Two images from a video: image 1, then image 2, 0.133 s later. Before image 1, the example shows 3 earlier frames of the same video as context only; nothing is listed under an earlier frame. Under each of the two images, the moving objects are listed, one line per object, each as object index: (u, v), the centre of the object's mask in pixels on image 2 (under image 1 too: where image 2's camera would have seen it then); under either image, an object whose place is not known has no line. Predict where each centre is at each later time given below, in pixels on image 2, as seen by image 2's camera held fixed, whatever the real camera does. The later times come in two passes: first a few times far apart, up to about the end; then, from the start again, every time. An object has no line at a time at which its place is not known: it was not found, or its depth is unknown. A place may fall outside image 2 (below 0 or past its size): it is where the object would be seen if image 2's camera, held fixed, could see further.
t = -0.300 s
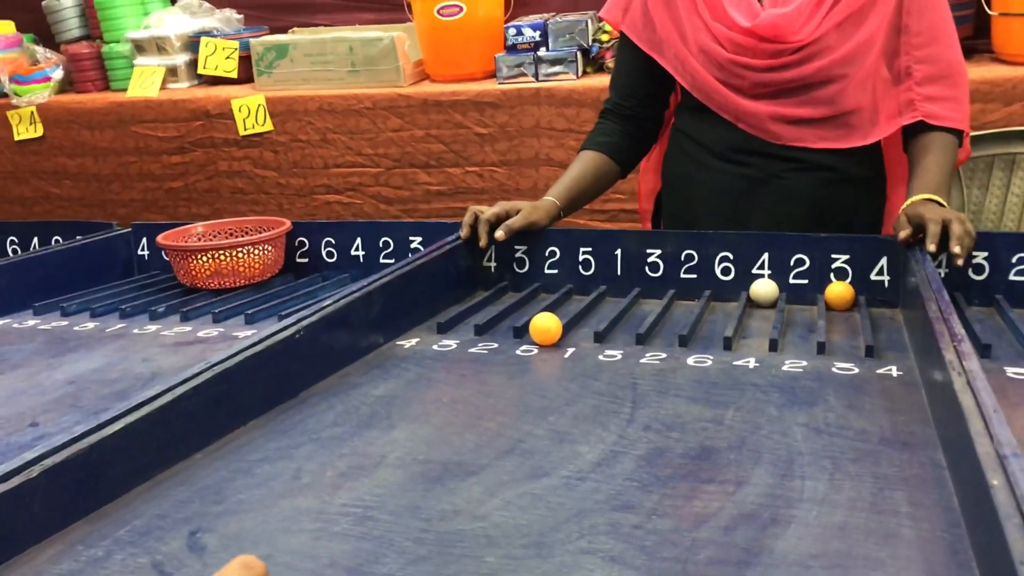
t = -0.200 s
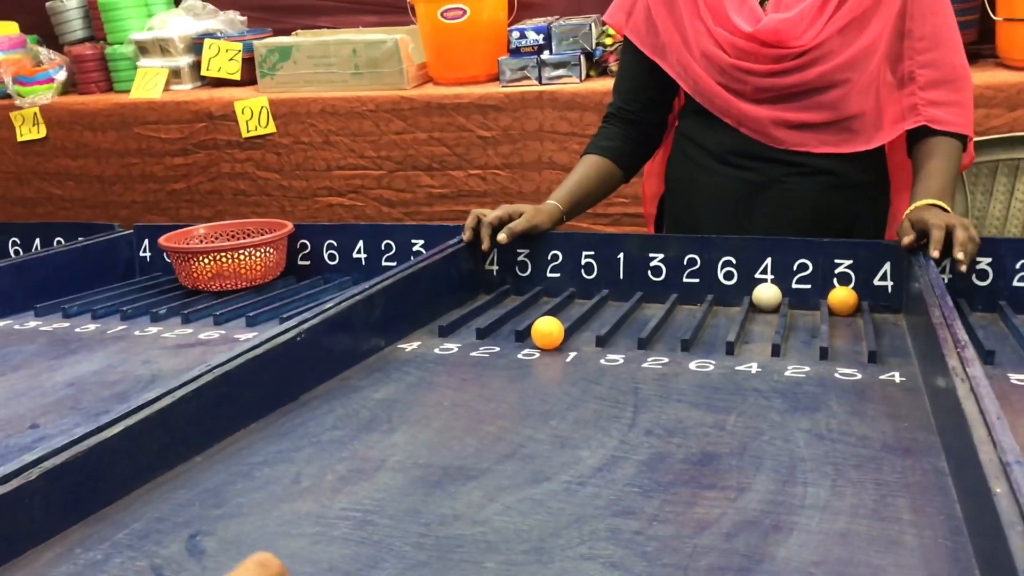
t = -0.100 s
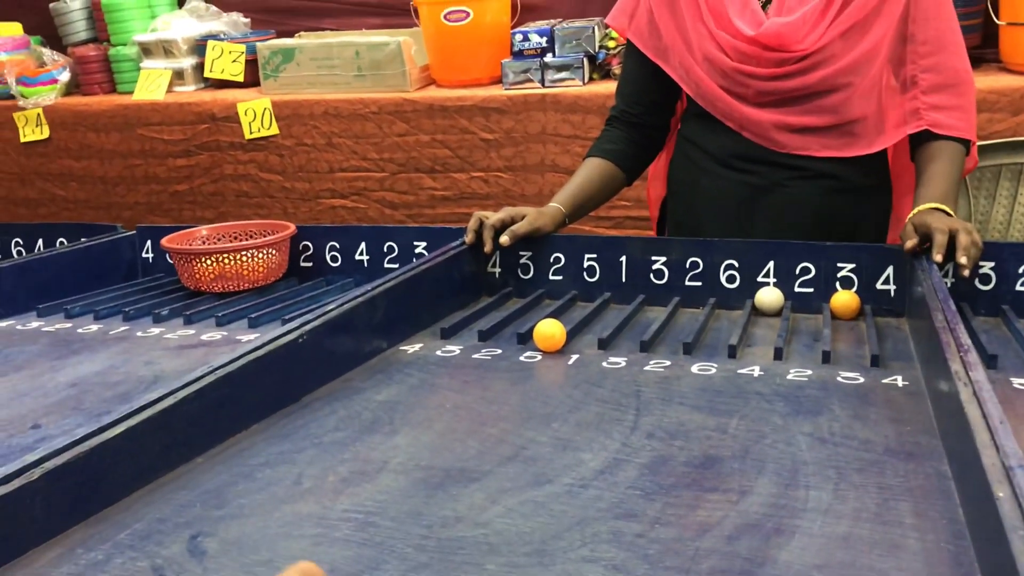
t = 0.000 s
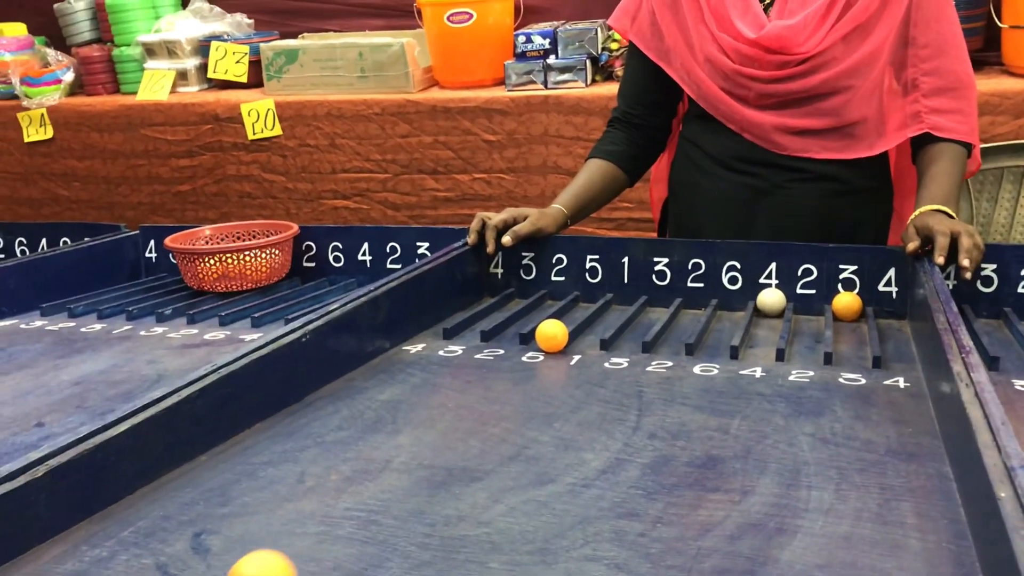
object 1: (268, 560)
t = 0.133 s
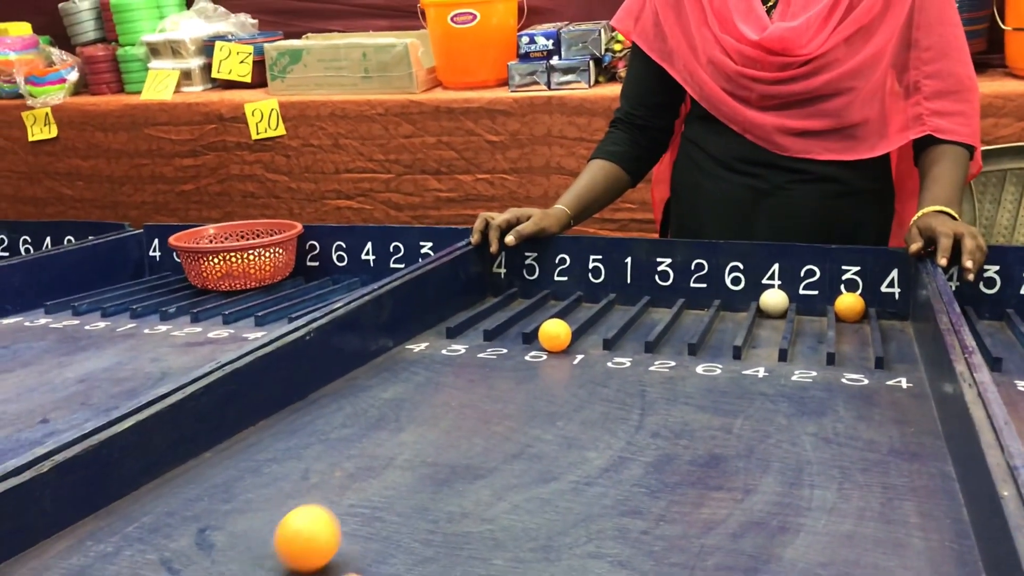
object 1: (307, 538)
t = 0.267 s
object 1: (356, 490)
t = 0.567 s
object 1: (453, 396)
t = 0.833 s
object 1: (518, 327)
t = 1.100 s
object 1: (472, 342)
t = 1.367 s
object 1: (481, 336)
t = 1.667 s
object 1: (506, 324)
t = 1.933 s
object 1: (528, 311)
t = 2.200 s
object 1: (557, 292)
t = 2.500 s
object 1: (549, 297)
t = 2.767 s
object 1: (557, 292)
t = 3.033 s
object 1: (560, 290)
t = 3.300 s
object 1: (560, 290)
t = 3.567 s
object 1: (560, 290)
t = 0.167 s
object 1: (320, 526)
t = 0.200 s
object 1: (332, 514)
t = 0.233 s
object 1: (344, 502)
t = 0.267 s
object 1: (356, 490)
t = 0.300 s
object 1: (366, 479)
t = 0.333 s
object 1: (377, 468)
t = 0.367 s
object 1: (389, 457)
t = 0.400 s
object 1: (401, 446)
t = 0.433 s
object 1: (412, 435)
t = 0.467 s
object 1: (421, 425)
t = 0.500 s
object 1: (432, 415)
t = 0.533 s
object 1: (443, 406)
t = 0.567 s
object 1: (453, 396)
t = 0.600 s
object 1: (462, 386)
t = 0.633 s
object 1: (471, 378)
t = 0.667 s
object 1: (482, 370)
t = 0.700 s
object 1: (491, 360)
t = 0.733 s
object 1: (499, 353)
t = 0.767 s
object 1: (509, 345)
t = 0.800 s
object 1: (517, 337)
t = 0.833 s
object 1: (518, 327)
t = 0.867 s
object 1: (509, 318)
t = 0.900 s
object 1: (501, 317)
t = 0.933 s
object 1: (493, 323)
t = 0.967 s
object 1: (485, 338)
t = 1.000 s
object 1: (479, 347)
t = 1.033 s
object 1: (476, 337)
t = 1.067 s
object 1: (474, 336)
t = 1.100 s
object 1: (472, 342)
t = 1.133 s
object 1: (471, 351)
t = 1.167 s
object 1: (471, 340)
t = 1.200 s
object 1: (471, 339)
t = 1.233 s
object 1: (473, 347)
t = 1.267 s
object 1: (474, 341)
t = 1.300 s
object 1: (476, 337)
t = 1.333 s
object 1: (478, 341)
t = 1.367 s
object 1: (481, 336)
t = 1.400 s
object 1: (484, 334)
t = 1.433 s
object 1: (487, 334)
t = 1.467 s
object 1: (491, 330)
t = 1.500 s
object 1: (496, 330)
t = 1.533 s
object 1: (503, 323)
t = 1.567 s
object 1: (509, 320)
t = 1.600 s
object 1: (508, 320)
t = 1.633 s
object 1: (506, 325)
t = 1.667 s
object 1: (506, 324)
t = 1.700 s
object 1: (508, 323)
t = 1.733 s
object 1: (512, 321)
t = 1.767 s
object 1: (514, 321)
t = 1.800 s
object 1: (517, 319)
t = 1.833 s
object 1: (519, 317)
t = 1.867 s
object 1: (522, 315)
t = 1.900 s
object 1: (525, 314)
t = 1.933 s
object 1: (528, 311)
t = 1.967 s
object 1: (531, 309)
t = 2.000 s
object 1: (535, 307)
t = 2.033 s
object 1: (539, 304)
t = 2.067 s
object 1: (543, 302)
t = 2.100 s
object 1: (546, 300)
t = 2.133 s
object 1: (550, 297)
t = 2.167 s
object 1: (553, 294)
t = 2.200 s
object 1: (557, 292)
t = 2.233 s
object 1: (558, 290)
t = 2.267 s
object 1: (555, 292)
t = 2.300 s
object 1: (553, 293)
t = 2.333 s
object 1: (551, 296)
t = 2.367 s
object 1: (550, 296)
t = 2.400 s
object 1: (549, 297)
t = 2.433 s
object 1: (549, 297)
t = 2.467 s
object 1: (549, 298)
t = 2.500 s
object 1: (549, 297)
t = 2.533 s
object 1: (550, 297)
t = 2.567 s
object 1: (550, 297)
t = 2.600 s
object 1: (551, 296)
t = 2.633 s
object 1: (551, 296)
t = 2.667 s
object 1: (553, 295)
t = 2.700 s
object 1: (554, 294)
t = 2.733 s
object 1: (555, 293)
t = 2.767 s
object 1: (557, 292)
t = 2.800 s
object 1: (559, 291)
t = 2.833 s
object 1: (558, 291)
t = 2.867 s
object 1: (558, 291)
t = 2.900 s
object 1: (558, 291)
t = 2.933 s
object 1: (558, 291)
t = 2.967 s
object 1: (559, 291)
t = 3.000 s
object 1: (559, 291)
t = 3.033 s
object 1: (560, 290)
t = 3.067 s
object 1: (560, 290)
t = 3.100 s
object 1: (560, 290)
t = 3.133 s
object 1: (560, 290)
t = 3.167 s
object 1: (560, 290)
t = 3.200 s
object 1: (560, 290)
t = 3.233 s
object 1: (560, 290)
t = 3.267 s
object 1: (560, 290)
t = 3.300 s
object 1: (560, 290)
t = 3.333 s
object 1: (560, 290)
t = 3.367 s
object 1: (560, 290)
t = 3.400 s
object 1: (560, 290)
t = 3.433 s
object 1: (560, 290)
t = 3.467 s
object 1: (560, 290)
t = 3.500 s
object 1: (560, 290)
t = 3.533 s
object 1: (560, 290)
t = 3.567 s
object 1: (560, 290)
